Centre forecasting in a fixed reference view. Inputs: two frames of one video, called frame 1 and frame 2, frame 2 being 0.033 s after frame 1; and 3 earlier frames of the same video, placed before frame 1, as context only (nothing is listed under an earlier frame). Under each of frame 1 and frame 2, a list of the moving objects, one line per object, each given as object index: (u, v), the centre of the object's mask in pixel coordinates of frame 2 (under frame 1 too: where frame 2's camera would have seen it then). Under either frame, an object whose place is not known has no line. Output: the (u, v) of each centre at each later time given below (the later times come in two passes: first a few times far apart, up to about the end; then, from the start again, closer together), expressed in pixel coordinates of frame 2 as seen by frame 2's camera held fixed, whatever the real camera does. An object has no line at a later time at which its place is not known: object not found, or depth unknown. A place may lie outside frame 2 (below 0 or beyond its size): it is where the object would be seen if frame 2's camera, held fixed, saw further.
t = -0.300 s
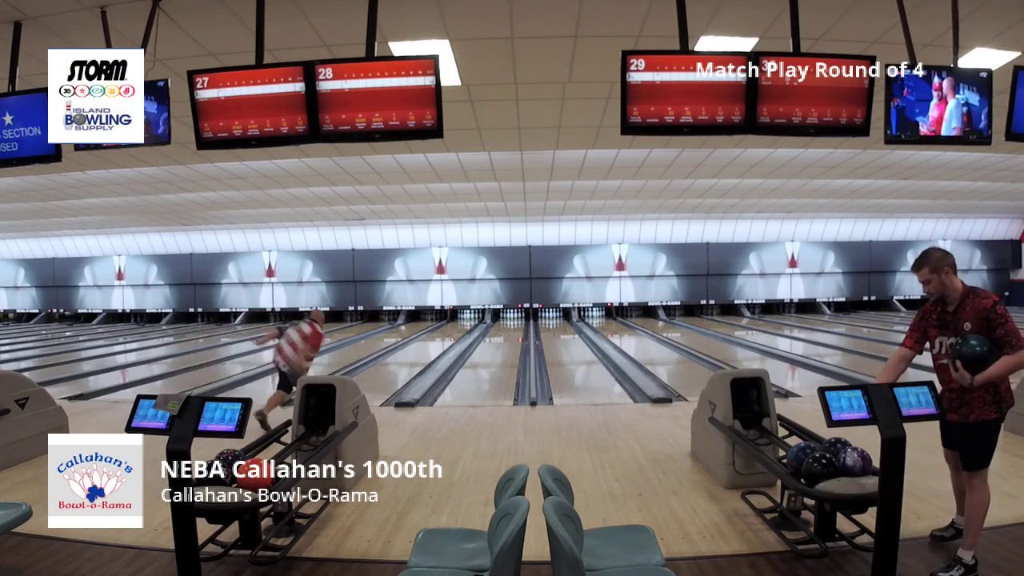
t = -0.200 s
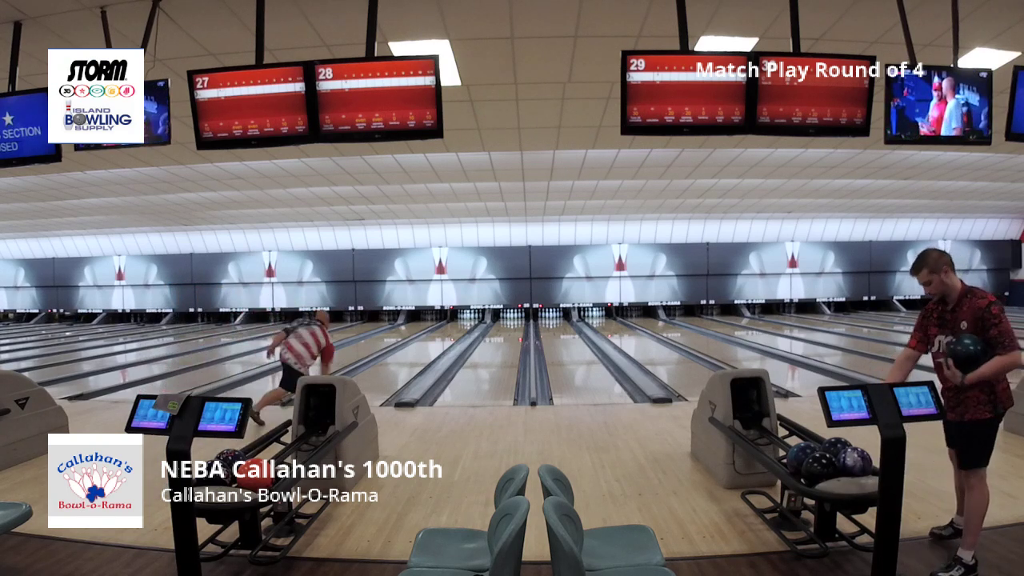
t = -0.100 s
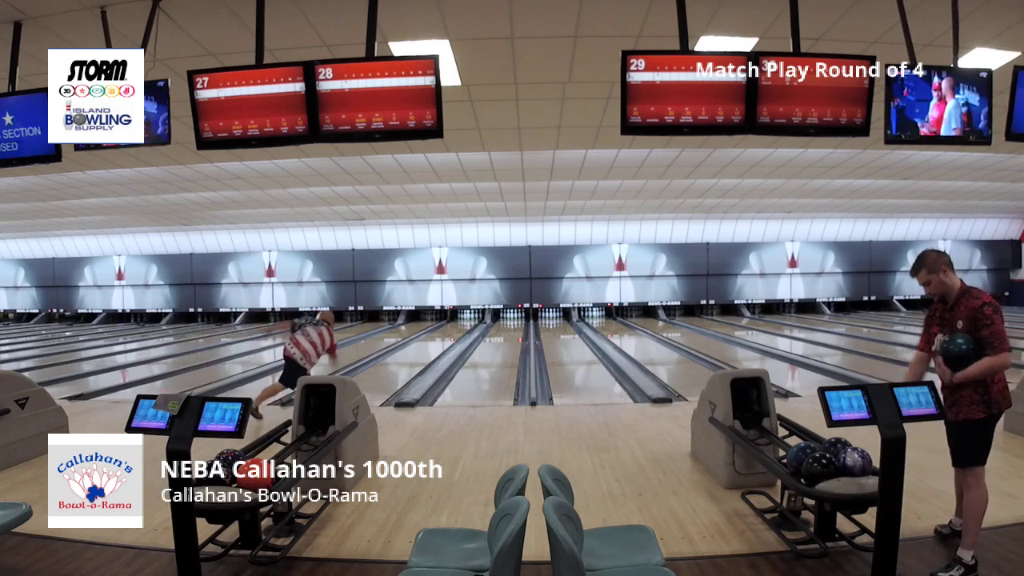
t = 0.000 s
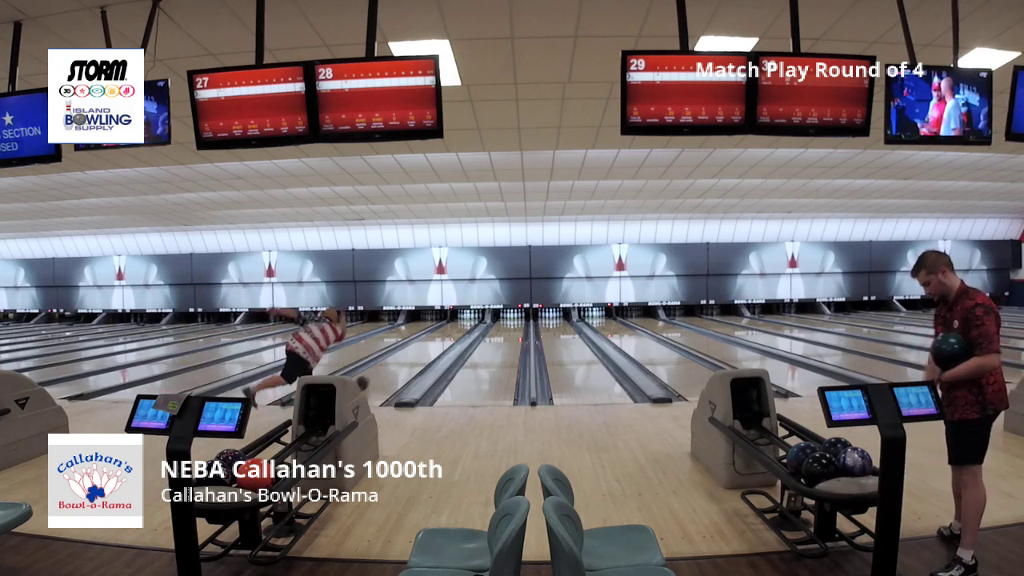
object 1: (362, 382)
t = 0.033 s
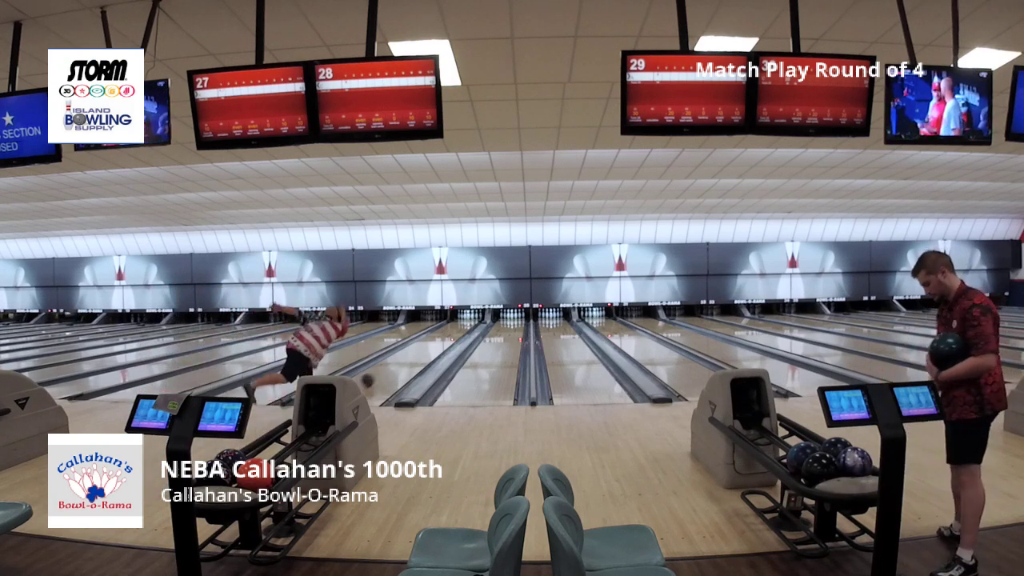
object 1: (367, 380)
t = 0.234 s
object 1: (394, 365)
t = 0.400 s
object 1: (412, 356)
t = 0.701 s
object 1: (434, 343)
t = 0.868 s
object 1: (444, 338)
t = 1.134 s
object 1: (456, 331)
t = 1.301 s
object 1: (462, 328)
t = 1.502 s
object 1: (466, 324)
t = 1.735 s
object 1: (469, 321)
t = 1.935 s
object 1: (469, 319)
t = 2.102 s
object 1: (470, 316)
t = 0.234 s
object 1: (394, 365)
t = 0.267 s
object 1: (398, 363)
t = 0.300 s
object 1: (402, 361)
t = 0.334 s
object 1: (405, 359)
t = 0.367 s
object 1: (408, 358)
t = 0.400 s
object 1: (412, 356)
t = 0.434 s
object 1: (415, 355)
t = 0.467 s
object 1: (417, 353)
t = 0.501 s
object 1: (420, 351)
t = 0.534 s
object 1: (423, 350)
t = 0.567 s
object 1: (425, 348)
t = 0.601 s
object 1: (428, 347)
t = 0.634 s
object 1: (430, 346)
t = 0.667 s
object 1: (432, 345)
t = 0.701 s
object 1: (434, 343)
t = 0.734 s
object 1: (436, 342)
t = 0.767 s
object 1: (438, 341)
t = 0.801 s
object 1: (440, 340)
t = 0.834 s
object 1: (442, 339)
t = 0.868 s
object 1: (444, 338)
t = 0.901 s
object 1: (445, 337)
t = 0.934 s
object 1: (447, 337)
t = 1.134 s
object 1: (456, 331)
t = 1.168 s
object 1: (457, 331)
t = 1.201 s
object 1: (458, 331)
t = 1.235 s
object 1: (459, 329)
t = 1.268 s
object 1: (460, 329)
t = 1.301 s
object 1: (462, 328)
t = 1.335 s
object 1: (462, 327)
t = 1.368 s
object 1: (463, 326)
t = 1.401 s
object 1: (464, 326)
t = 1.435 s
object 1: (464, 326)
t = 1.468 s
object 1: (465, 325)
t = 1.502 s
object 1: (466, 324)
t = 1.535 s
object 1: (467, 323)
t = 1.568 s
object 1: (467, 323)
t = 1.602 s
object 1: (468, 322)
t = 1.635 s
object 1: (468, 322)
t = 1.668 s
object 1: (468, 322)
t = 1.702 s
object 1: (468, 322)
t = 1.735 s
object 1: (469, 321)
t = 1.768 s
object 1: (468, 320)
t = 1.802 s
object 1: (469, 320)
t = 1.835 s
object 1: (469, 320)
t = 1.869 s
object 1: (469, 319)
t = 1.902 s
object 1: (469, 319)
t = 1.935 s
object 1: (469, 319)
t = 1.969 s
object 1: (469, 318)
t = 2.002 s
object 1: (469, 318)
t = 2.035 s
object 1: (469, 318)
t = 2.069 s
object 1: (469, 317)
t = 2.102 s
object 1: (470, 316)
